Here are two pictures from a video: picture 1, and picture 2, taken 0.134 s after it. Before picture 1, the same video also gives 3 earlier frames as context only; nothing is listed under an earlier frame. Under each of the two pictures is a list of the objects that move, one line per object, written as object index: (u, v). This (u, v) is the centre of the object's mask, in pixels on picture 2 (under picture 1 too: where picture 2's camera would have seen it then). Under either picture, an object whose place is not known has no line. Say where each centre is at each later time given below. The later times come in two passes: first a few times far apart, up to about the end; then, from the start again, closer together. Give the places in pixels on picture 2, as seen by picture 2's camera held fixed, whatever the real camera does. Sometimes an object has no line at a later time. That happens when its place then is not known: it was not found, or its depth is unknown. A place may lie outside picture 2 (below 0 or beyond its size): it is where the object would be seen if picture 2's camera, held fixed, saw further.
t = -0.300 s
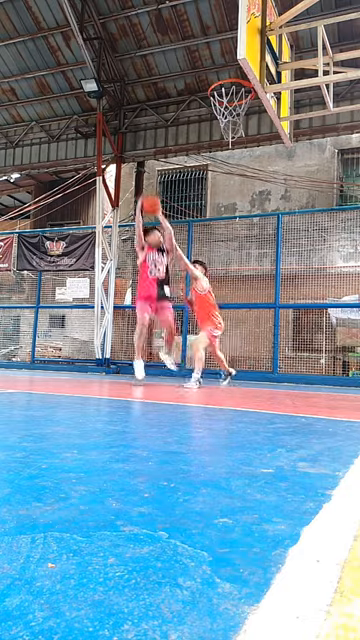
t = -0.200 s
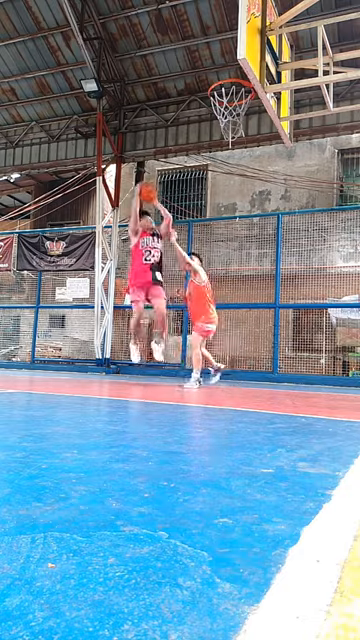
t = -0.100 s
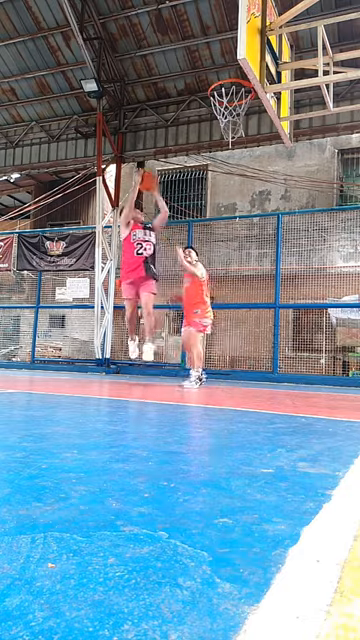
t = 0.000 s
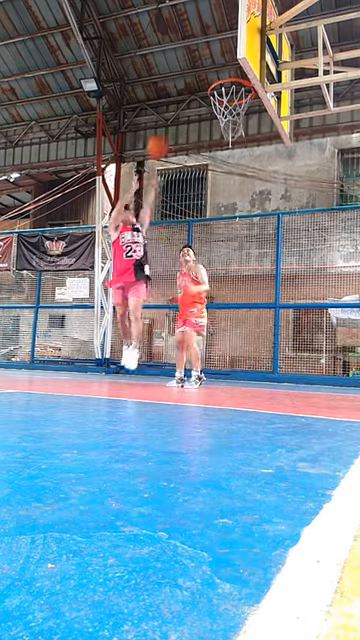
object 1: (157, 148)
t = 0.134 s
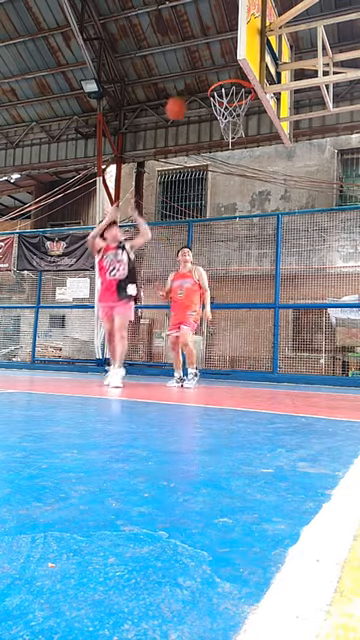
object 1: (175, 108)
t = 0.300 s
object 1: (198, 79)
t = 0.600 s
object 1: (235, 83)
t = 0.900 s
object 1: (211, 109)
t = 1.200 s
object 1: (235, 131)
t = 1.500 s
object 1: (259, 182)
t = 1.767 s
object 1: (278, 302)
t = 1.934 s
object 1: (289, 363)
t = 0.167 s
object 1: (180, 100)
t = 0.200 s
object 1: (184, 93)
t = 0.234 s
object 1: (189, 87)
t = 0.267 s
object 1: (194, 84)
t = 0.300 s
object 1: (198, 79)
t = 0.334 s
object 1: (202, 77)
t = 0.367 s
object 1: (207, 74)
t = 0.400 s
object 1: (212, 73)
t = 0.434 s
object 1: (217, 72)
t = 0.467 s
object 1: (221, 72)
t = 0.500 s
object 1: (224, 73)
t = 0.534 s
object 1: (230, 75)
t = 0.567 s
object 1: (232, 77)
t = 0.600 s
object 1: (235, 83)
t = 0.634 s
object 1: (232, 93)
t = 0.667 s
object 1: (228, 95)
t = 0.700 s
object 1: (224, 98)
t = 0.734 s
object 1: (212, 107)
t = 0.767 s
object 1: (211, 109)
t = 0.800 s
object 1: (209, 109)
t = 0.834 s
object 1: (210, 108)
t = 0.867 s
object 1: (211, 108)
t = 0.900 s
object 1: (211, 109)
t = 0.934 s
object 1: (212, 110)
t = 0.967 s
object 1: (214, 112)
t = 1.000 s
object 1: (216, 114)
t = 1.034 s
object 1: (218, 118)
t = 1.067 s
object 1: (220, 124)
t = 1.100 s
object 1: (225, 125)
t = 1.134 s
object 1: (229, 130)
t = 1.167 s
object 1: (233, 131)
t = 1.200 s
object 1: (235, 131)
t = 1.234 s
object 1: (238, 132)
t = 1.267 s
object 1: (241, 136)
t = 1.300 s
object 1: (244, 139)
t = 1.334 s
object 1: (246, 142)
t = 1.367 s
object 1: (249, 149)
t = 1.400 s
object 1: (252, 155)
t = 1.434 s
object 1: (254, 164)
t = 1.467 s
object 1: (258, 172)
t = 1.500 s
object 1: (259, 182)
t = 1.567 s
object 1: (264, 205)
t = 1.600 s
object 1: (266, 218)
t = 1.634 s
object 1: (268, 233)
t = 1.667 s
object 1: (271, 248)
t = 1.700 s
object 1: (273, 265)
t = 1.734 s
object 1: (275, 282)
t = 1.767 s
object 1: (278, 302)
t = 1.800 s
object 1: (280, 322)
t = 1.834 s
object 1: (282, 343)
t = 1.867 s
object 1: (284, 367)
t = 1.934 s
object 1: (289, 363)
